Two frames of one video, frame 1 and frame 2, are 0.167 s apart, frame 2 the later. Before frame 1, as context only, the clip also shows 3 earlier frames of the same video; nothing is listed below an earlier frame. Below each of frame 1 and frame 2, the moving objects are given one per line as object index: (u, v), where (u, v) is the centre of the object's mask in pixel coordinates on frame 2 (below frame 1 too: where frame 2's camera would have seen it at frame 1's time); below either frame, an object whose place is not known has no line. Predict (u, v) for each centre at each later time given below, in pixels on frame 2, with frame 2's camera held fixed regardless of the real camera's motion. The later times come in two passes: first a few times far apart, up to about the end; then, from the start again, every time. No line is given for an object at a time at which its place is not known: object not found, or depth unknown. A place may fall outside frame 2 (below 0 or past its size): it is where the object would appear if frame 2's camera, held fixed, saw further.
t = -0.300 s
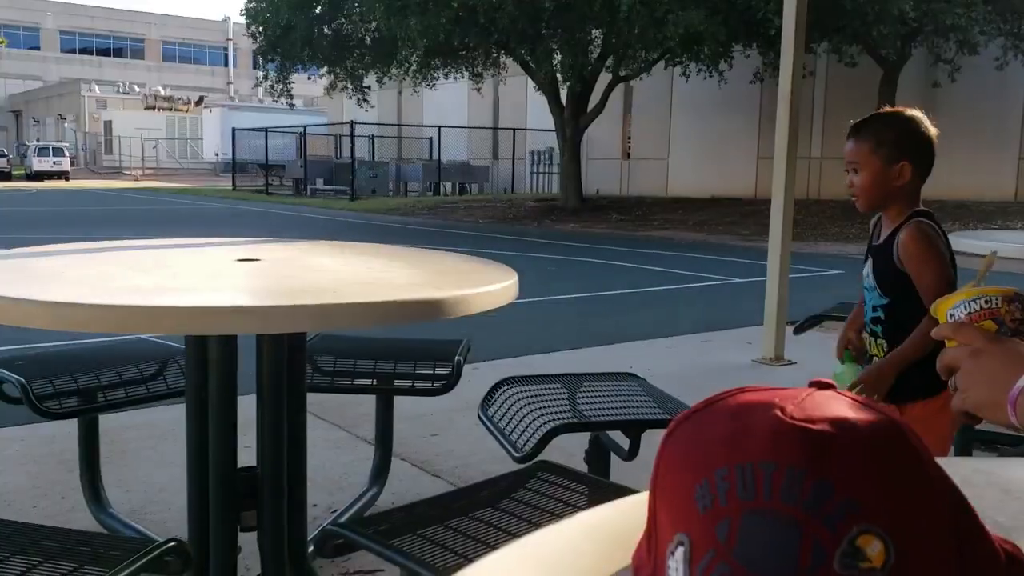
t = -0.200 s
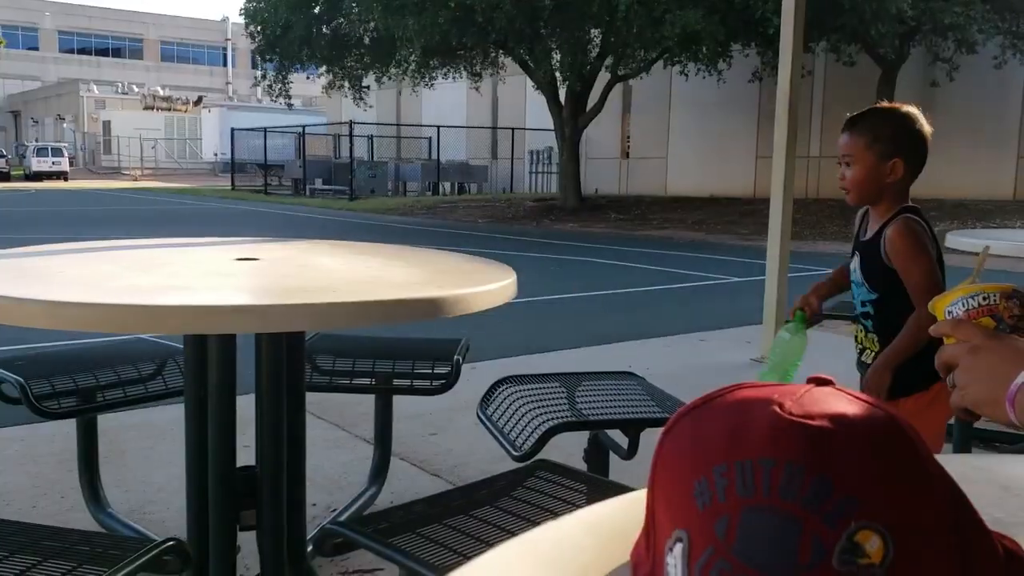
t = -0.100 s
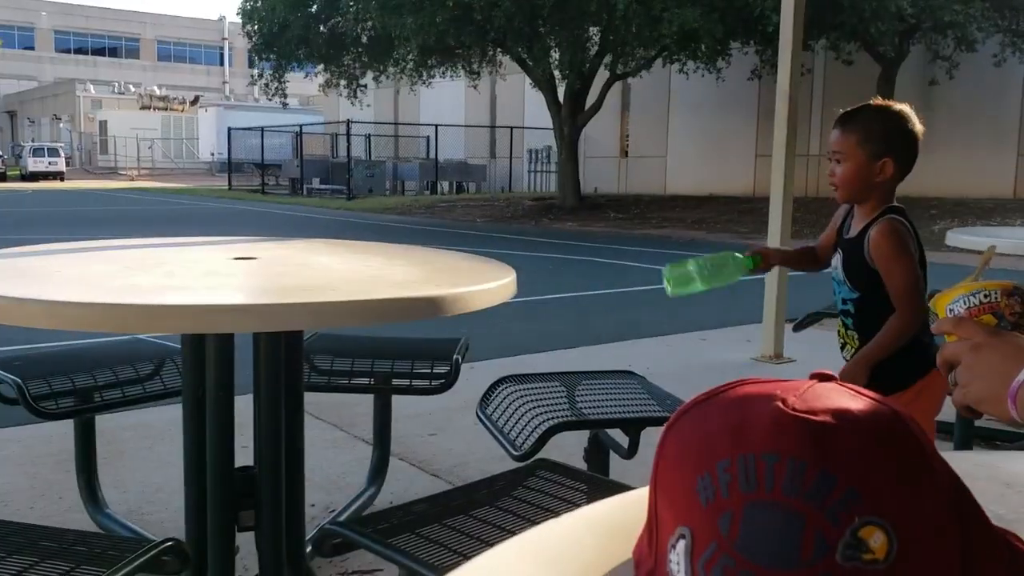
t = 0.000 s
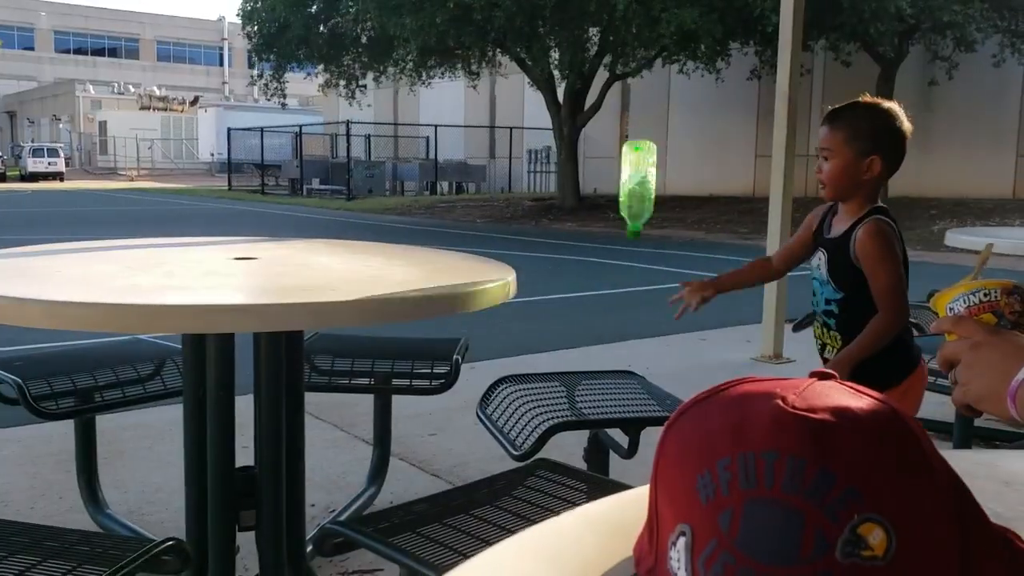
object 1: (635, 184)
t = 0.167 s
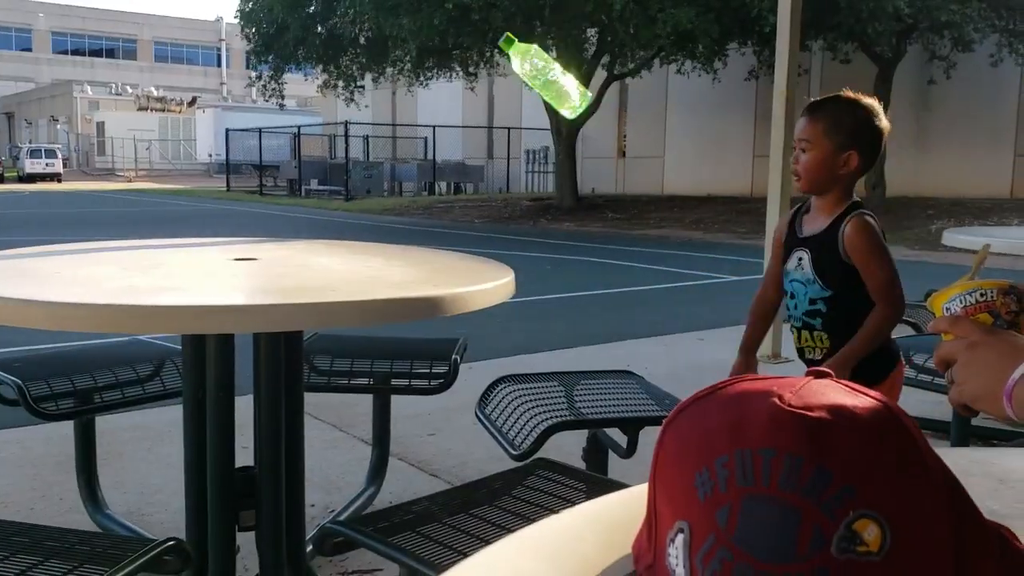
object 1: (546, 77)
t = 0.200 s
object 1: (529, 74)
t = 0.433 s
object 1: (391, 221)
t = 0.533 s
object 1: (365, 253)
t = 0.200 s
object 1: (529, 74)
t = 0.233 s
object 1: (511, 77)
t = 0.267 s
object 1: (492, 87)
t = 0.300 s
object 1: (473, 104)
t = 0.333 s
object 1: (453, 123)
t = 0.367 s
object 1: (432, 151)
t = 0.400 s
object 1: (412, 183)
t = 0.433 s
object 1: (391, 221)
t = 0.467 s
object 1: (375, 245)
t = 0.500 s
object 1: (370, 254)
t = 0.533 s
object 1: (365, 253)
